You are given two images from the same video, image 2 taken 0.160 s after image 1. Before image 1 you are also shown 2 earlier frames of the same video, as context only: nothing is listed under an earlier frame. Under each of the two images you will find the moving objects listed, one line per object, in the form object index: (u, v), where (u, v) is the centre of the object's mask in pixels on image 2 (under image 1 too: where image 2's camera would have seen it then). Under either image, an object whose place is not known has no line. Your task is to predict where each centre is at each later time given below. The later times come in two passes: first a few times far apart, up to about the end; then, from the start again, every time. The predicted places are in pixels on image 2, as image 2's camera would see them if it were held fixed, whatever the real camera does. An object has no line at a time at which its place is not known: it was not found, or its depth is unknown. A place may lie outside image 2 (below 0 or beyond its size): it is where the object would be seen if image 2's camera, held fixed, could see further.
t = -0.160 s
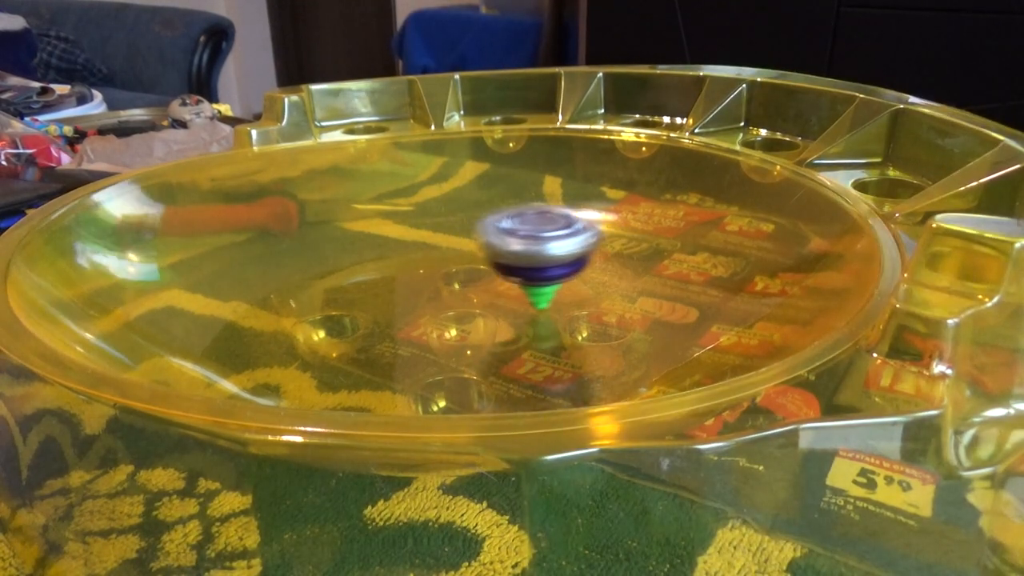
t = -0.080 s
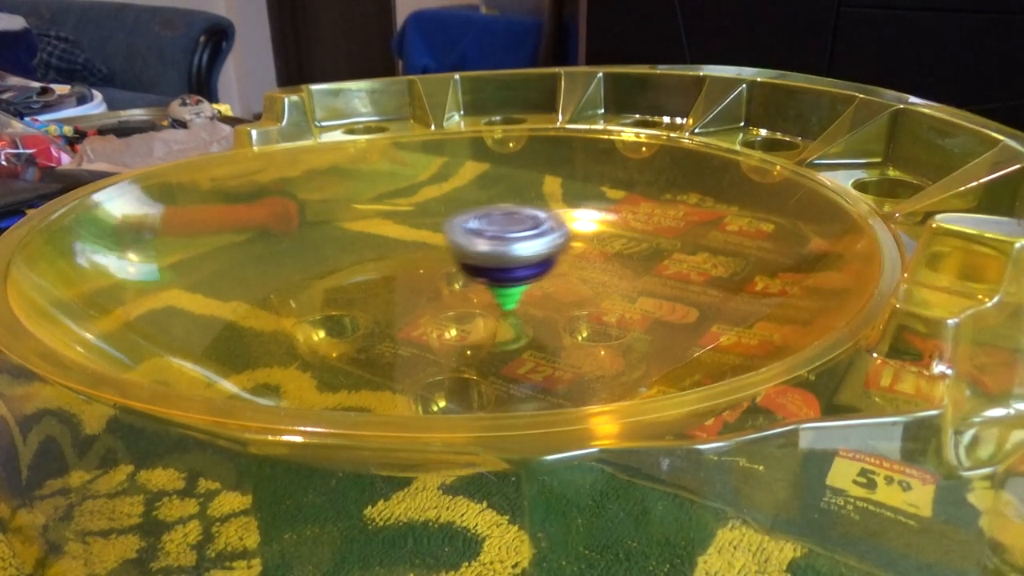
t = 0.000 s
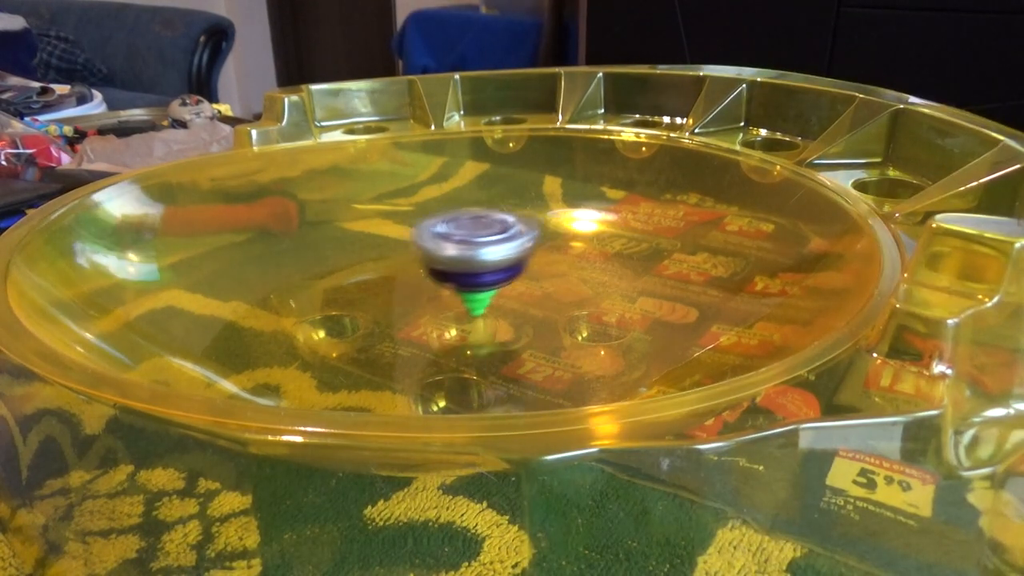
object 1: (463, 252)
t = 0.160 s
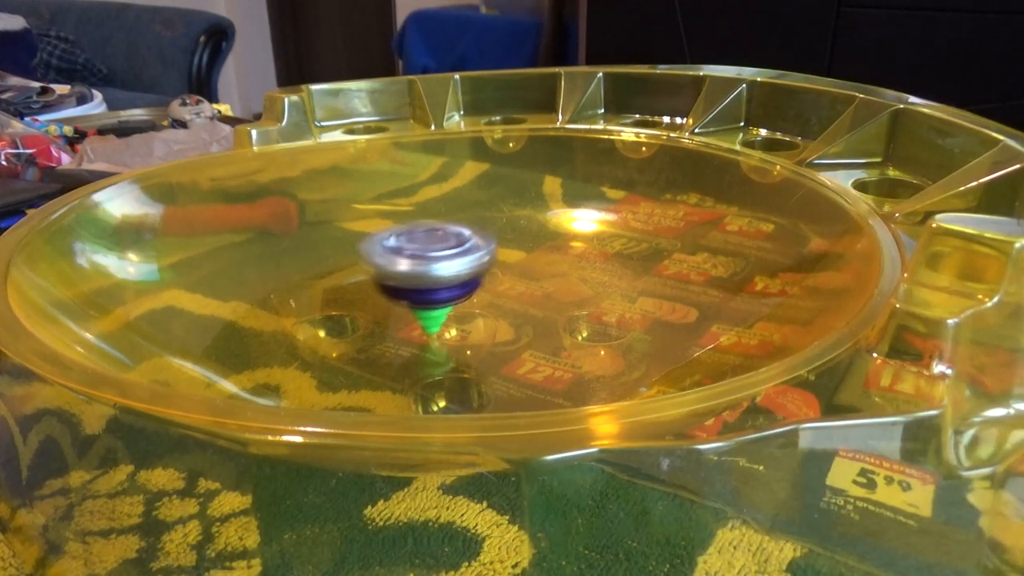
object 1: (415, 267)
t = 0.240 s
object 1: (403, 276)
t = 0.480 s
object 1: (418, 291)
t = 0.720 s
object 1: (477, 273)
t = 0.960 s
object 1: (461, 234)
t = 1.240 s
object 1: (360, 209)
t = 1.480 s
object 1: (269, 246)
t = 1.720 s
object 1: (386, 278)
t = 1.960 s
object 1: (556, 234)
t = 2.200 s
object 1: (493, 182)
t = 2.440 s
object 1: (264, 231)
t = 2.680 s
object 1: (337, 321)
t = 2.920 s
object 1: (635, 307)
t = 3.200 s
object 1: (556, 193)
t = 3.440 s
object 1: (288, 214)
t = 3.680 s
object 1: (240, 319)
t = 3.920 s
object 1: (568, 327)
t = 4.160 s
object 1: (615, 229)
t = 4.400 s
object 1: (408, 183)
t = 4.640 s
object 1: (224, 261)
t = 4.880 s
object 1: (426, 328)
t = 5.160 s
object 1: (647, 247)
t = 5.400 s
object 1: (499, 186)
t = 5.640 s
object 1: (262, 228)
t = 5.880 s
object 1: (322, 325)
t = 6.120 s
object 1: (615, 318)
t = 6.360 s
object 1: (627, 220)
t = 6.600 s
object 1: (406, 196)
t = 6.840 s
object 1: (230, 251)
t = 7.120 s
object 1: (397, 335)
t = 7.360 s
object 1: (598, 288)
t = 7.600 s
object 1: (571, 209)
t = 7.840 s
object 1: (365, 192)
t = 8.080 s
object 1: (249, 275)
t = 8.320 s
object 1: (447, 316)
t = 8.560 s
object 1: (647, 265)
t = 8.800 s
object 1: (557, 196)
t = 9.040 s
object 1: (344, 206)
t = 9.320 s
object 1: (261, 290)
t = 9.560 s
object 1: (409, 332)
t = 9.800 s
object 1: (595, 306)
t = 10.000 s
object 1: (621, 243)
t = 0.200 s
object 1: (415, 272)
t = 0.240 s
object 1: (403, 276)
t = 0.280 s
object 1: (401, 279)
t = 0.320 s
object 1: (407, 284)
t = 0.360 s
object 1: (401, 286)
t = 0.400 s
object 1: (405, 289)
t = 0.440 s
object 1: (417, 292)
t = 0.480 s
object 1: (418, 291)
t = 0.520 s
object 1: (434, 292)
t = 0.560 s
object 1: (439, 290)
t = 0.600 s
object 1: (449, 287)
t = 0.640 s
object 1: (460, 283)
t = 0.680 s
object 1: (470, 278)
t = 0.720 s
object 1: (477, 273)
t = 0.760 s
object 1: (482, 268)
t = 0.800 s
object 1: (489, 261)
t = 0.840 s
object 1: (482, 254)
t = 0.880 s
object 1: (478, 248)
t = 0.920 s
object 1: (471, 241)
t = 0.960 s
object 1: (461, 234)
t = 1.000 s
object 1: (449, 228)
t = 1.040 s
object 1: (440, 224)
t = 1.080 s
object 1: (421, 219)
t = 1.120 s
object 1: (405, 216)
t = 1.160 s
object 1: (391, 213)
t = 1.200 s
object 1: (373, 211)
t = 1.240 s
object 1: (360, 209)
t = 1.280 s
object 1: (340, 208)
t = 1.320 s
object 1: (322, 209)
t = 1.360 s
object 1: (307, 214)
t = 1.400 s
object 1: (287, 222)
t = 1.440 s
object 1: (272, 233)
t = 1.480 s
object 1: (269, 246)
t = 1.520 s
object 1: (269, 256)
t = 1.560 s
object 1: (279, 264)
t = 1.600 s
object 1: (291, 271)
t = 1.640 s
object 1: (324, 276)
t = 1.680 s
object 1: (350, 278)
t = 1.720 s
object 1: (386, 278)
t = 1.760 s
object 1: (422, 274)
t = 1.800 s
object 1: (457, 269)
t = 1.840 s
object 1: (489, 262)
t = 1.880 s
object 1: (517, 254)
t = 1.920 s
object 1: (538, 245)
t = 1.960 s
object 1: (556, 234)
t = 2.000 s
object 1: (565, 223)
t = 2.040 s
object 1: (565, 212)
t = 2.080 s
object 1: (559, 201)
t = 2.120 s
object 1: (545, 191)
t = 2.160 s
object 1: (523, 185)
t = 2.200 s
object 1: (493, 182)
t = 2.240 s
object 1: (456, 182)
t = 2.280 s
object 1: (413, 186)
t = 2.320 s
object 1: (367, 192)
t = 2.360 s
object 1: (326, 203)
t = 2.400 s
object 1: (292, 216)
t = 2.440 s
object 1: (264, 231)
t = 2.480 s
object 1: (248, 247)
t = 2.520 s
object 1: (243, 266)
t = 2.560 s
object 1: (249, 282)
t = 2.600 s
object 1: (276, 296)
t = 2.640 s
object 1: (306, 310)
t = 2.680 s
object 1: (337, 321)
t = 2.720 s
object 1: (379, 328)
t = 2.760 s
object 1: (430, 335)
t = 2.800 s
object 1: (494, 338)
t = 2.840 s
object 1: (542, 335)
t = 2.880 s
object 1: (593, 323)
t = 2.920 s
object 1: (635, 307)
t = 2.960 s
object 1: (662, 288)
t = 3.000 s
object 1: (673, 269)
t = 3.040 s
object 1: (669, 248)
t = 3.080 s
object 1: (655, 230)
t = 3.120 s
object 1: (631, 215)
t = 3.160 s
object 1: (597, 204)
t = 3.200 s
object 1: (556, 193)
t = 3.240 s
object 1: (511, 193)
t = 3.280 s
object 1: (464, 190)
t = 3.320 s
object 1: (416, 192)
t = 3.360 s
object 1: (368, 196)
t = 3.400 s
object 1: (326, 204)
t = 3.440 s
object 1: (288, 214)
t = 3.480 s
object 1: (259, 227)
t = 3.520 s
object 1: (236, 241)
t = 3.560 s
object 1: (221, 261)
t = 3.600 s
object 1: (216, 280)
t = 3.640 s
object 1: (220, 300)
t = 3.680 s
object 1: (240, 319)
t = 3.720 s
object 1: (286, 331)
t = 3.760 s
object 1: (324, 341)
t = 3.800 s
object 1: (382, 344)
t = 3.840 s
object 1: (446, 344)
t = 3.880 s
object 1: (527, 338)
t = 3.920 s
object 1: (568, 327)
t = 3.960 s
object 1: (608, 310)
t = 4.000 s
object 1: (633, 293)
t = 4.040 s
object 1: (643, 276)
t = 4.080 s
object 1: (641, 259)
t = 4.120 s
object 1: (633, 244)
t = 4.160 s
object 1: (615, 229)
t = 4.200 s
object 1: (592, 217)
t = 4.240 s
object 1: (564, 206)
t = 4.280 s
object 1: (532, 196)
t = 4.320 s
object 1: (494, 189)
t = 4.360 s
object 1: (453, 185)
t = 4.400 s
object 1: (408, 183)
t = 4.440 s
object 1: (362, 186)
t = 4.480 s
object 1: (319, 196)
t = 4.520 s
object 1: (280, 206)
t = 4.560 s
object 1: (249, 221)
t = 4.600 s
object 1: (227, 238)
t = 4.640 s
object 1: (224, 261)
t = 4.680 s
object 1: (228, 282)
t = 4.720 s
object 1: (242, 302)
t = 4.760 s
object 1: (287, 315)
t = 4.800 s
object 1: (332, 325)
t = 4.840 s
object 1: (365, 328)
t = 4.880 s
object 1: (426, 328)
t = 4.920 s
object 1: (467, 323)
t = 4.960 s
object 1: (525, 316)
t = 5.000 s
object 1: (570, 306)
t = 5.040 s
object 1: (606, 293)
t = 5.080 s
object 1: (625, 278)
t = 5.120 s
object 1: (641, 261)
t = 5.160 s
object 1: (647, 247)
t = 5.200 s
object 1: (645, 231)
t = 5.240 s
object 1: (631, 218)
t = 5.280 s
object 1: (608, 205)
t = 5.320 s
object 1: (578, 196)
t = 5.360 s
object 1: (540, 188)
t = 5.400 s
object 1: (499, 186)
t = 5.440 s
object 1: (456, 184)
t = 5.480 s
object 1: (410, 185)
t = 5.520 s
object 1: (365, 190)
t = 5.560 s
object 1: (325, 201)
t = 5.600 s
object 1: (290, 213)
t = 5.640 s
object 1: (262, 228)
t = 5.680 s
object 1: (248, 245)
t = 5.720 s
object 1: (235, 264)
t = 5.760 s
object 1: (243, 283)
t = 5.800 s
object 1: (259, 297)
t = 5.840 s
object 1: (287, 313)
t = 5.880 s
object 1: (322, 325)
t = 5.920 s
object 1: (354, 335)
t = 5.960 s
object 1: (400, 339)
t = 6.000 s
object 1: (451, 342)
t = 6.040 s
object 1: (509, 338)
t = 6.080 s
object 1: (562, 332)
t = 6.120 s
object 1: (615, 318)
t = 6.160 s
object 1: (639, 302)
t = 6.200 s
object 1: (660, 285)
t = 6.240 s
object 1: (666, 267)
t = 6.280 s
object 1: (662, 249)
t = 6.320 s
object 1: (648, 234)
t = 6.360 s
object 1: (627, 220)
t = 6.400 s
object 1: (597, 209)
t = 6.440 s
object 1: (563, 200)
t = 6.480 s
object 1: (527, 196)
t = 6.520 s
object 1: (487, 195)
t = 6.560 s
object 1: (447, 194)
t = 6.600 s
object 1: (406, 196)
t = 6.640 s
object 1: (368, 199)
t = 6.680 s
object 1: (331, 206)
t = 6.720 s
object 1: (298, 212)
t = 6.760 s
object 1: (271, 223)
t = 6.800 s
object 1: (246, 236)
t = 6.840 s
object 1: (230, 251)
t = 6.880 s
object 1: (223, 269)
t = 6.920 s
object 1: (232, 286)
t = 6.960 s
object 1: (245, 302)
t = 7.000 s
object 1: (274, 316)
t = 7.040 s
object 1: (312, 327)
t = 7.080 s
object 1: (353, 334)
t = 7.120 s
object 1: (397, 335)
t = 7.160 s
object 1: (443, 333)
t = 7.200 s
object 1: (485, 328)
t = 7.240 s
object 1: (523, 322)
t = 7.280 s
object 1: (556, 313)
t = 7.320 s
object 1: (576, 301)
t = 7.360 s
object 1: (598, 288)
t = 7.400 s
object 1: (612, 275)
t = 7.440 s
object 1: (617, 261)
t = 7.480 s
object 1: (614, 247)
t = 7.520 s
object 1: (605, 232)
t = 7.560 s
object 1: (590, 220)
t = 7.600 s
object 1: (571, 209)
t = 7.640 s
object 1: (548, 198)
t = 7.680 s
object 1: (518, 191)
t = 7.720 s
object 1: (483, 187)
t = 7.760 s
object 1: (445, 186)
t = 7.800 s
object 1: (405, 186)
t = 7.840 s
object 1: (365, 192)
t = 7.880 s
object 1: (327, 201)
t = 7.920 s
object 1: (295, 211)
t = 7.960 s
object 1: (274, 224)
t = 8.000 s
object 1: (248, 239)
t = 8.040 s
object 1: (239, 258)
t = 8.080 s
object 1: (249, 275)
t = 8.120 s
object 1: (265, 289)
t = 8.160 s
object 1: (289, 300)
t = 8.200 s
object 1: (314, 308)
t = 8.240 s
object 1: (350, 316)
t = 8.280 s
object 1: (391, 317)
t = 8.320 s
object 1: (447, 316)
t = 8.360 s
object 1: (486, 314)
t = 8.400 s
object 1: (530, 309)
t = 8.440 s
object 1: (580, 301)
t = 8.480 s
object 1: (607, 291)
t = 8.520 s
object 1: (632, 279)
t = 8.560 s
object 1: (647, 265)
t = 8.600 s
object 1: (652, 250)
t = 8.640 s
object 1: (649, 236)
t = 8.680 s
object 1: (637, 224)
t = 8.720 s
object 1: (615, 212)
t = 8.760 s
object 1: (588, 203)
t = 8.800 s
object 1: (557, 196)
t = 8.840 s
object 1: (523, 193)
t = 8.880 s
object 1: (489, 192)
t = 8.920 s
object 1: (451, 193)
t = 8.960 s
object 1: (413, 194)
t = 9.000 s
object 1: (377, 199)
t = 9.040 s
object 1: (344, 206)
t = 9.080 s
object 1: (313, 214)
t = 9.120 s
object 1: (293, 225)
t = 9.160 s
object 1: (268, 238)
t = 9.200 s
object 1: (259, 251)
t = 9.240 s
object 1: (247, 266)
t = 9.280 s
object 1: (247, 279)
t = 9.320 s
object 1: (261, 290)
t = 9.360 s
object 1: (276, 301)
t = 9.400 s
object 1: (296, 310)
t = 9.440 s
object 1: (312, 318)
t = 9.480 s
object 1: (338, 325)
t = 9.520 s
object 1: (369, 330)
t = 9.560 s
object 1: (409, 332)
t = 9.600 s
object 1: (436, 334)
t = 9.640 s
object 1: (470, 332)
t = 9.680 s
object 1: (507, 331)
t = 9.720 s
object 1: (541, 324)
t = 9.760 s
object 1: (572, 316)
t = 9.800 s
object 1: (595, 306)
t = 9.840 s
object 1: (615, 294)
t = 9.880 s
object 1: (627, 281)
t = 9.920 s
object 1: (631, 268)
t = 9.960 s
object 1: (630, 255)
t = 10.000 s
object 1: (621, 243)
